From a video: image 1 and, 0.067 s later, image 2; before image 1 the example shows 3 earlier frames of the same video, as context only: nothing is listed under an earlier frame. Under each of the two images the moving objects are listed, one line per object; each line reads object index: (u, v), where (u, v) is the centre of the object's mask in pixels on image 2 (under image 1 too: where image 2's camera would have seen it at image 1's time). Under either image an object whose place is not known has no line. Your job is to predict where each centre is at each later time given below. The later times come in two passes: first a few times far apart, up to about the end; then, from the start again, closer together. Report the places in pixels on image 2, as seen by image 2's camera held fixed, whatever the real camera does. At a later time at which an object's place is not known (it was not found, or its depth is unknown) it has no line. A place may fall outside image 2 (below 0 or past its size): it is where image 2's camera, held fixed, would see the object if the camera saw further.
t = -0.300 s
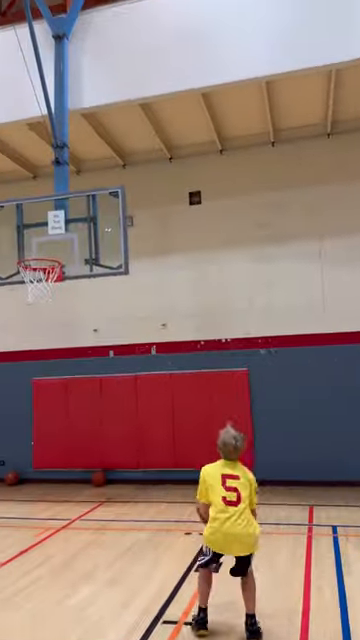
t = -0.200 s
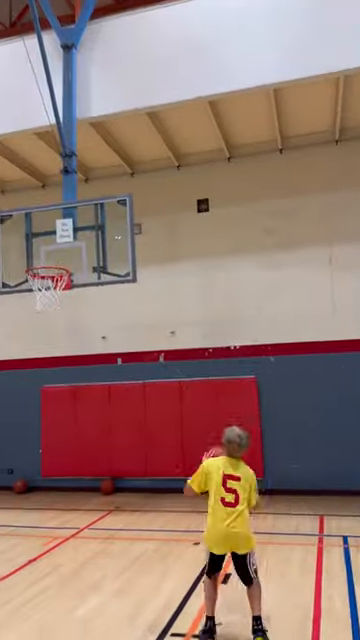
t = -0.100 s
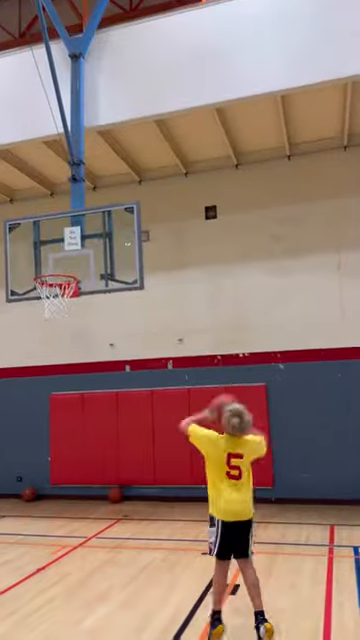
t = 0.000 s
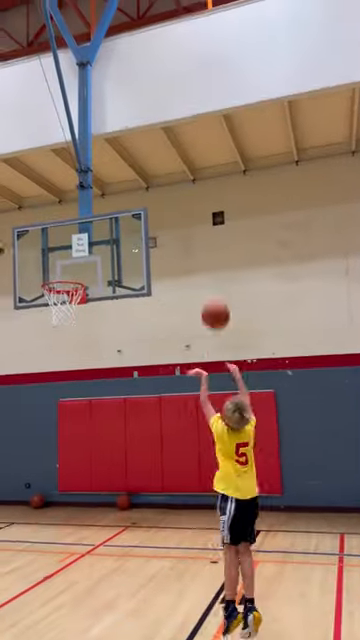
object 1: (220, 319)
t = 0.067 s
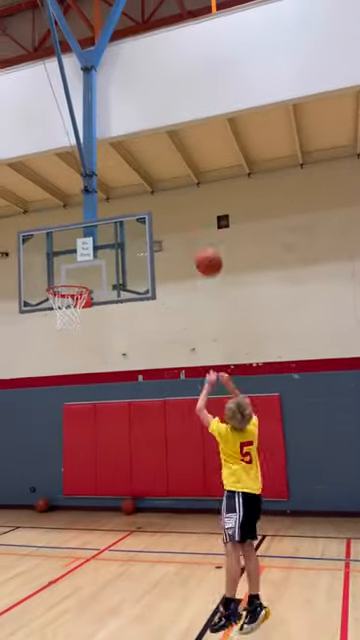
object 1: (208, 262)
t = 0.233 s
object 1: (187, 166)
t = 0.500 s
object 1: (166, 100)
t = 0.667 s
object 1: (158, 93)
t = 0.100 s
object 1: (203, 239)
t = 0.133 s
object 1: (199, 217)
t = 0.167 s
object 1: (195, 198)
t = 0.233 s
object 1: (187, 166)
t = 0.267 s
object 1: (184, 153)
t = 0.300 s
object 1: (181, 141)
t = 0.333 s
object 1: (179, 131)
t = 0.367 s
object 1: (176, 122)
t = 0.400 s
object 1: (173, 115)
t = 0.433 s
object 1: (170, 109)
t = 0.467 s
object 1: (168, 104)
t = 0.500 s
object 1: (166, 100)
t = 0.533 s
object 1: (164, 97)
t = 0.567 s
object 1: (162, 94)
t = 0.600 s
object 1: (161, 93)
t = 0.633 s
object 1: (159, 93)
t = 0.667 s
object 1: (158, 93)
